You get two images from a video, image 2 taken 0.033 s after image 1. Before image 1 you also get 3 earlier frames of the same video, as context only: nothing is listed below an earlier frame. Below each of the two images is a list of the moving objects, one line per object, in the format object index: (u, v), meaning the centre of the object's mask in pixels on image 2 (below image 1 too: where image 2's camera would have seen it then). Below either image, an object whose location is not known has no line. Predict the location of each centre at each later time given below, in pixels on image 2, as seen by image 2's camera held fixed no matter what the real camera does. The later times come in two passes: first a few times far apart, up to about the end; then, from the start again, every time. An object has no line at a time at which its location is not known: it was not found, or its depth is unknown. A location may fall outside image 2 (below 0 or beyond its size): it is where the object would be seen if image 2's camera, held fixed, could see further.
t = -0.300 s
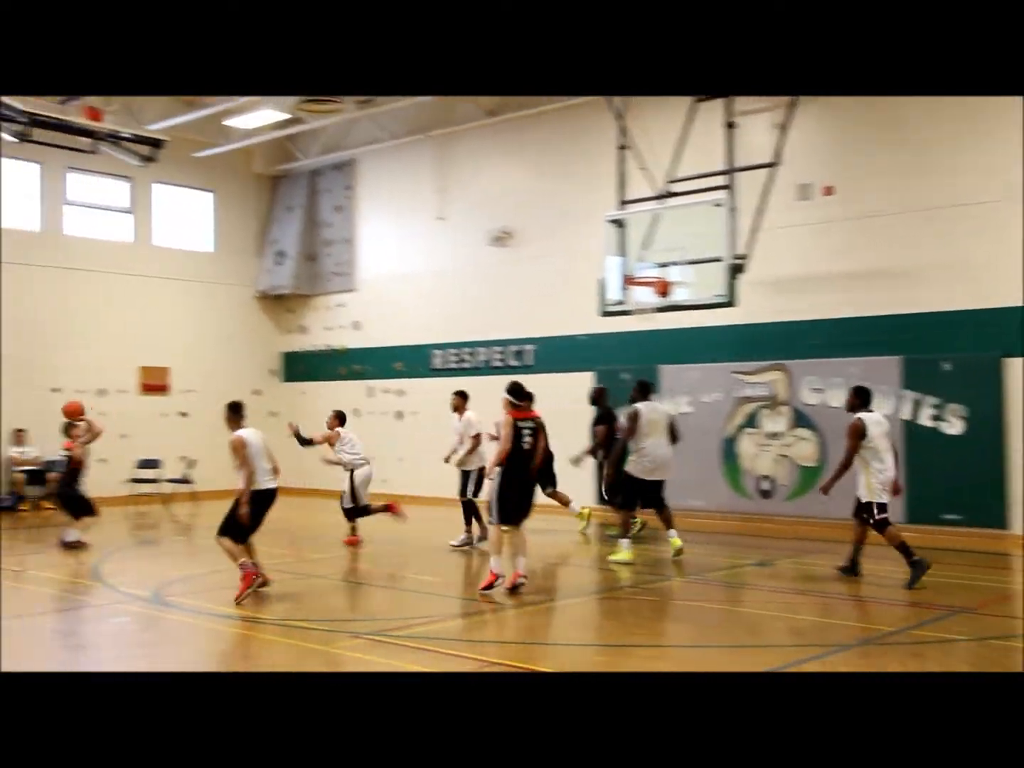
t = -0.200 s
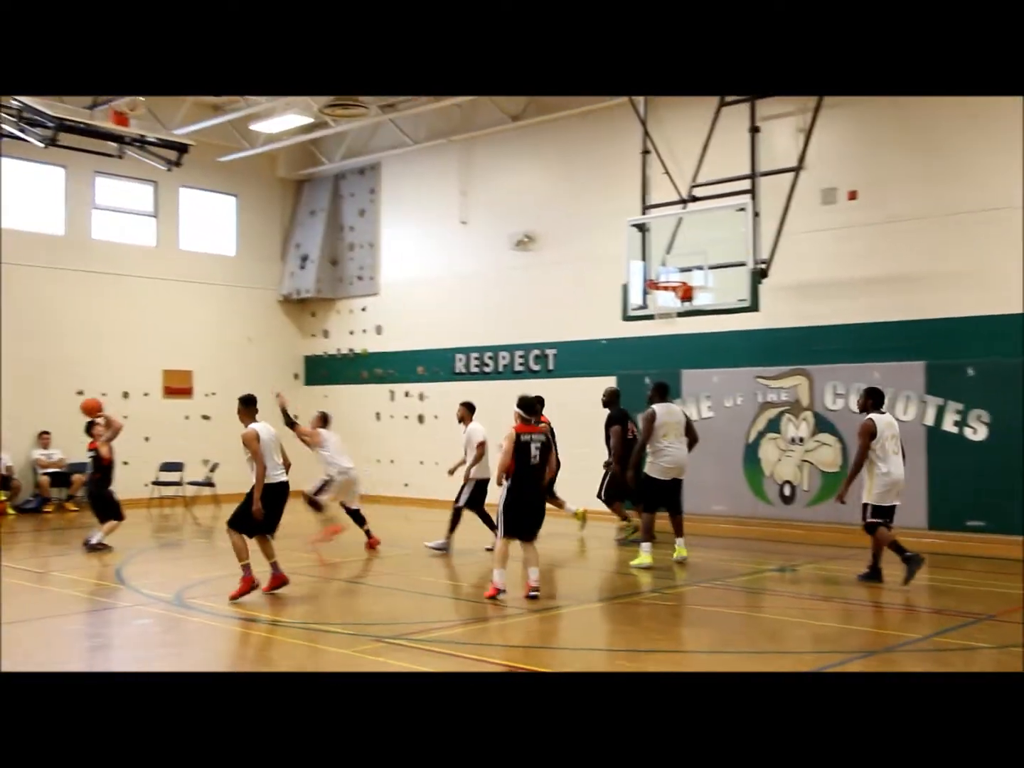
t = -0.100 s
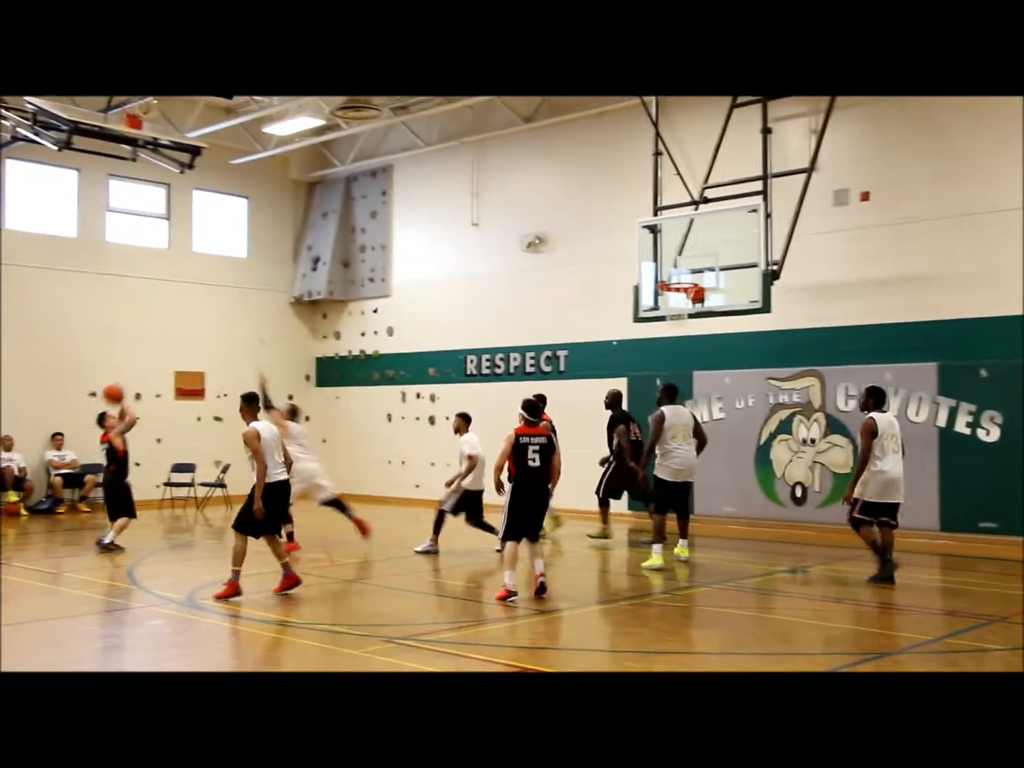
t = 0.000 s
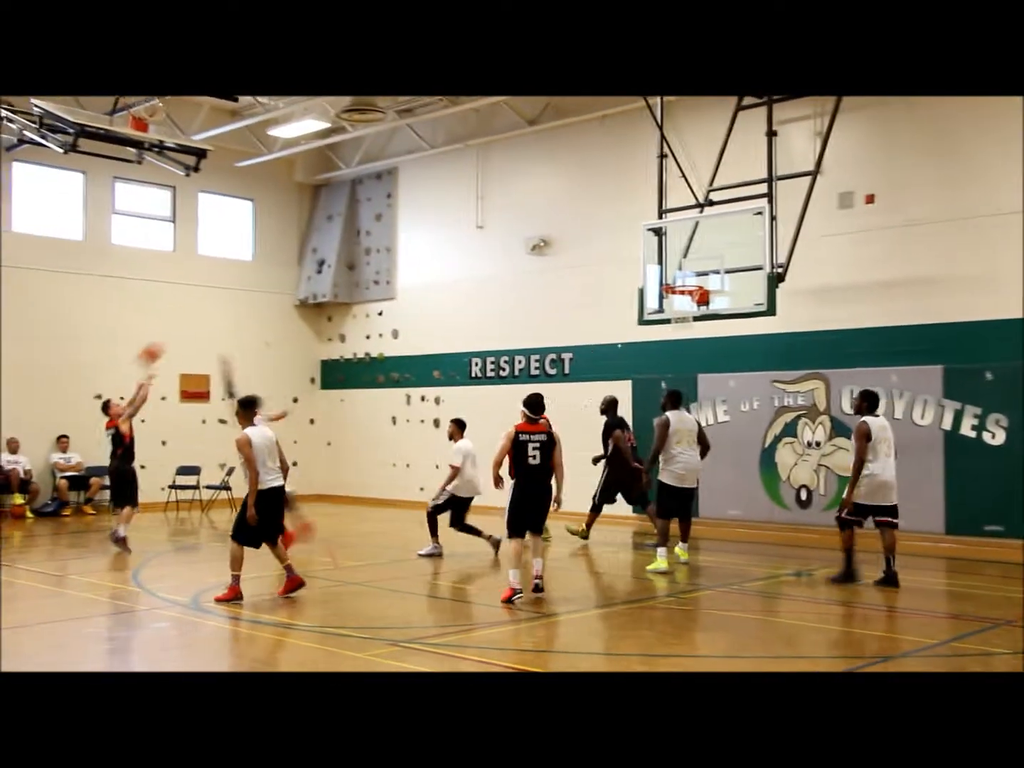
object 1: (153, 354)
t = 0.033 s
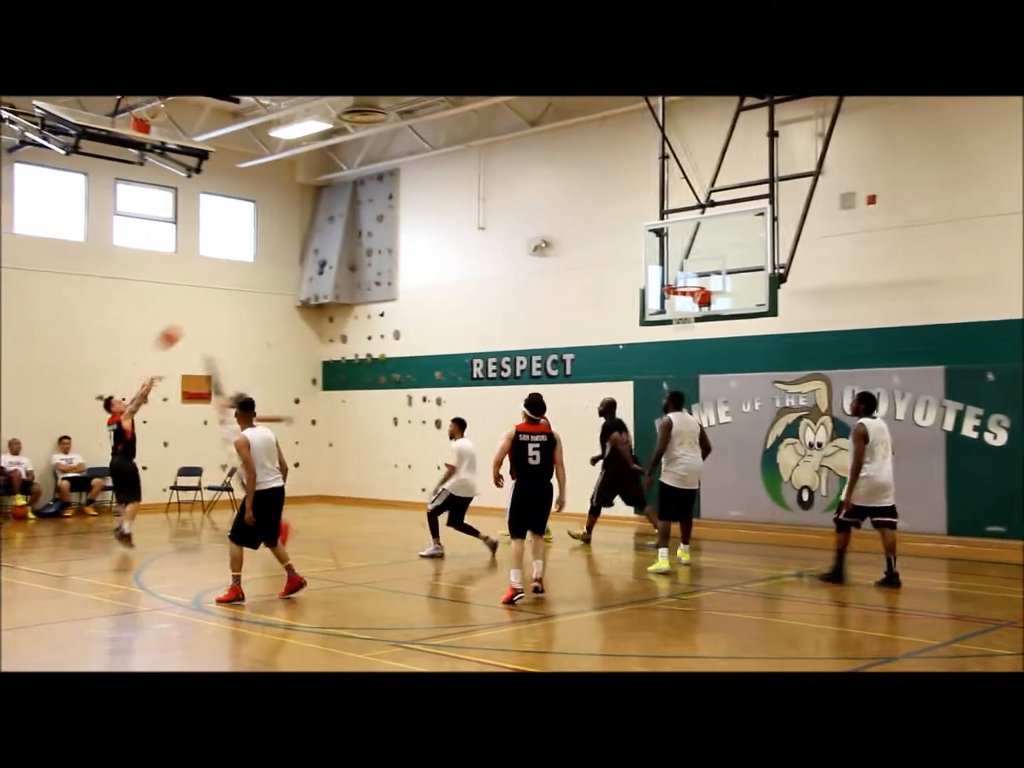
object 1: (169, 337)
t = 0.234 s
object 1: (264, 250)
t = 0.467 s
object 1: (371, 192)
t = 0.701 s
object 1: (478, 180)
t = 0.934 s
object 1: (586, 210)
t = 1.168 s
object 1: (691, 283)
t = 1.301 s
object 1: (660, 304)
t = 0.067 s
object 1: (186, 320)
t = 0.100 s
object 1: (202, 304)
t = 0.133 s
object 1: (217, 289)
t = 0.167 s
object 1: (235, 275)
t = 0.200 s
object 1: (248, 265)
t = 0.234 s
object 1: (264, 250)
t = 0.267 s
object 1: (278, 240)
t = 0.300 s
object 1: (294, 229)
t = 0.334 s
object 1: (309, 219)
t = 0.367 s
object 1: (323, 212)
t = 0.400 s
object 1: (340, 204)
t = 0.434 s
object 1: (356, 198)
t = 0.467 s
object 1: (371, 192)
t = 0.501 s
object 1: (386, 188)
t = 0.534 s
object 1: (402, 184)
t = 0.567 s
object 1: (417, 182)
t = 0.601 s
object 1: (432, 179)
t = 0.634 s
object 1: (447, 179)
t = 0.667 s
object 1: (462, 178)
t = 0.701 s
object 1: (478, 180)
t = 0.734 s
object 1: (492, 182)
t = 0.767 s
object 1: (508, 185)
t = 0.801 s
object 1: (525, 187)
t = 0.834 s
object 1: (540, 191)
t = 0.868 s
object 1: (555, 196)
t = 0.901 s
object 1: (571, 203)
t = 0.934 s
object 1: (586, 210)
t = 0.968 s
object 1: (599, 219)
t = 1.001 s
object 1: (614, 228)
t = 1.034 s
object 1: (630, 237)
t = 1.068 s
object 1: (646, 247)
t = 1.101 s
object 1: (660, 257)
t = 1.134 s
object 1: (677, 270)
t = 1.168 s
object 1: (691, 283)
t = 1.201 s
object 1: (698, 297)
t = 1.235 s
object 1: (671, 303)
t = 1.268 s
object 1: (664, 306)
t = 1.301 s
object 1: (660, 304)
